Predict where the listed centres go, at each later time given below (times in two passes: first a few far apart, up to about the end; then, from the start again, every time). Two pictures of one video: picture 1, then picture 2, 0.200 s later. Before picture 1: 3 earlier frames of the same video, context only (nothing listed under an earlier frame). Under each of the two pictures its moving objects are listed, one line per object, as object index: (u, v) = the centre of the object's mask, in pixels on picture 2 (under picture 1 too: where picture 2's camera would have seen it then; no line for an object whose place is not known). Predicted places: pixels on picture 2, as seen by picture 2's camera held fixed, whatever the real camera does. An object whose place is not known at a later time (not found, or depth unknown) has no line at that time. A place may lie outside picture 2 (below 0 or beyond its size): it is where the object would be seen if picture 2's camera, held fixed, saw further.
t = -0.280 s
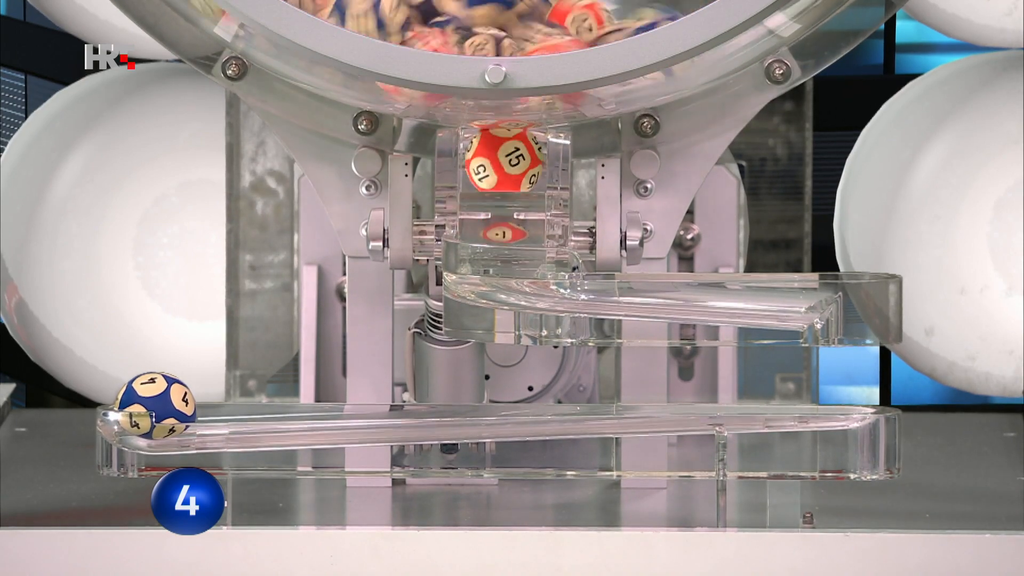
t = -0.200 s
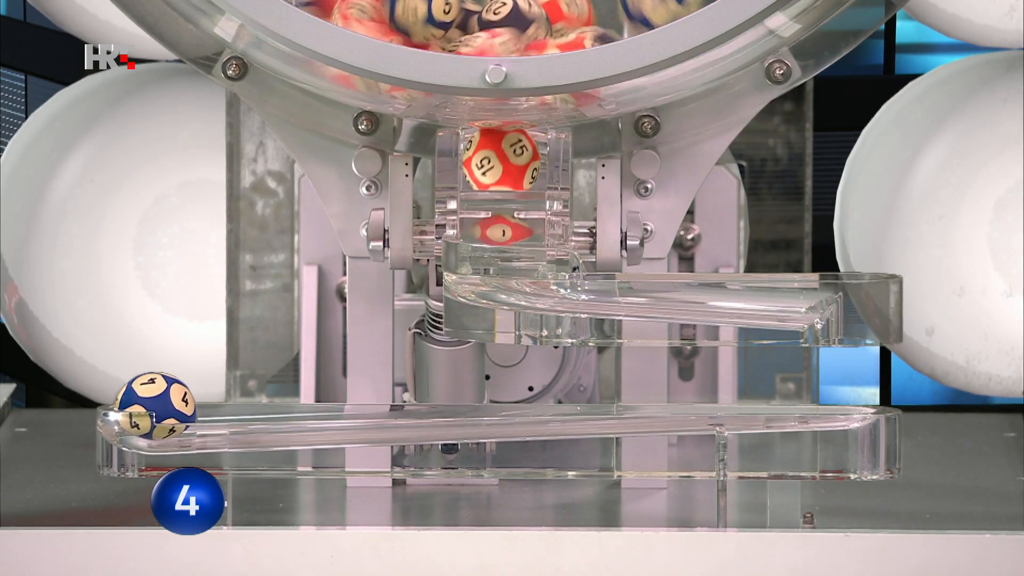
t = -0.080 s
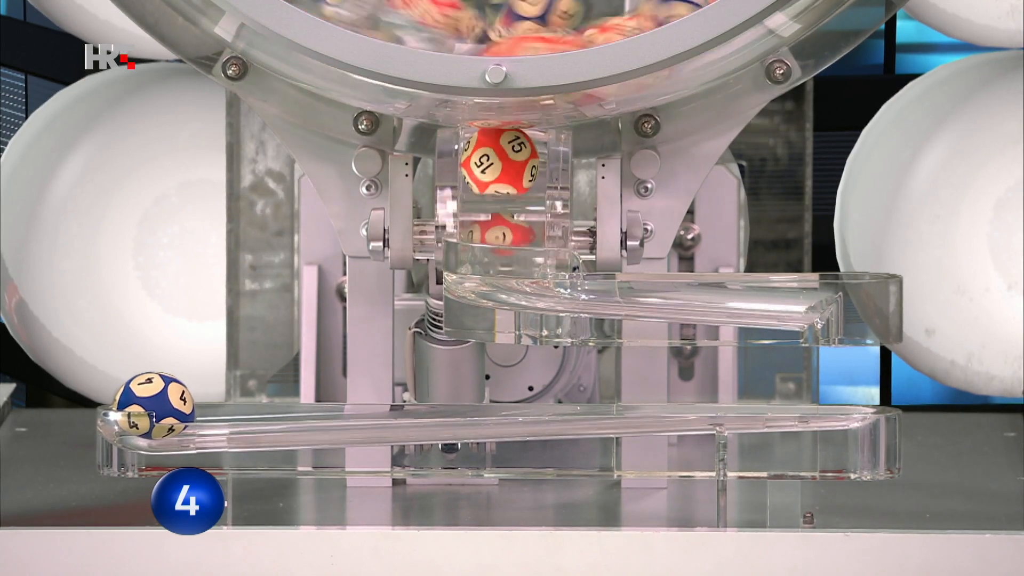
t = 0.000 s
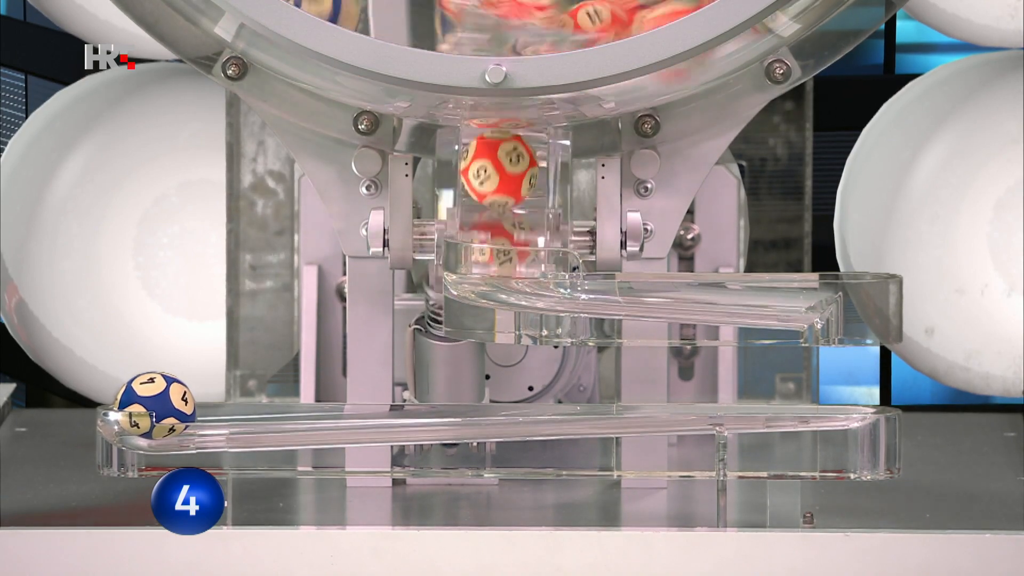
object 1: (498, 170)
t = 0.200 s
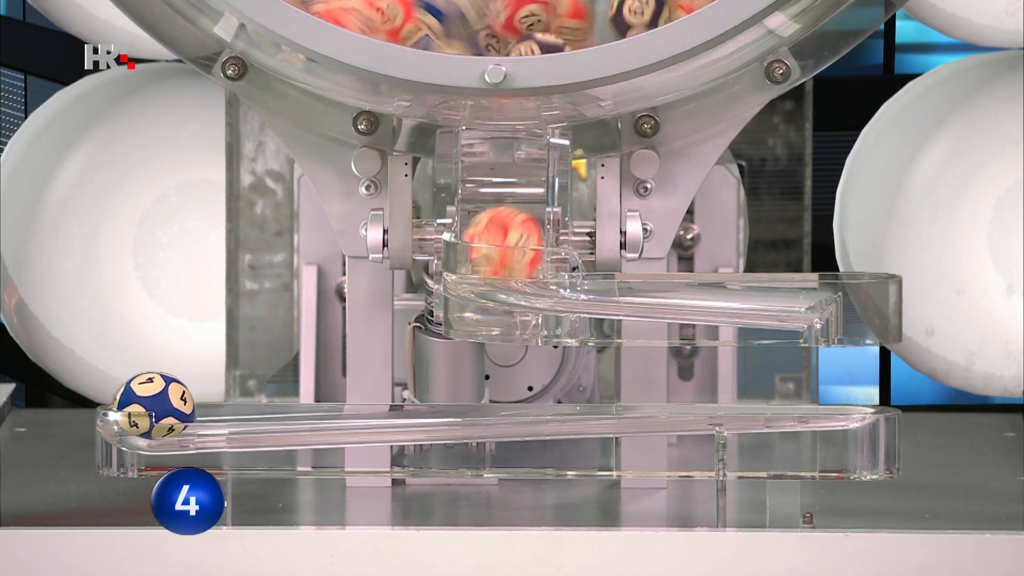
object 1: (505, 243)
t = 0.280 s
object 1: (502, 250)
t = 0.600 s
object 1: (643, 273)
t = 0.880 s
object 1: (844, 319)
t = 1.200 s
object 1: (842, 370)
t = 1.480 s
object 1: (823, 382)
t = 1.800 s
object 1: (776, 383)
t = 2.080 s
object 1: (707, 385)
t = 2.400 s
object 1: (594, 390)
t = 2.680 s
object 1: (466, 394)
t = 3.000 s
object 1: (289, 401)
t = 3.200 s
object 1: (245, 402)
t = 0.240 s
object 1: (503, 247)
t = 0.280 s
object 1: (502, 250)
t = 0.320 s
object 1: (502, 252)
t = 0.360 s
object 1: (500, 254)
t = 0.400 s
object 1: (511, 259)
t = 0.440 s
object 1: (531, 264)
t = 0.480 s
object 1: (555, 266)
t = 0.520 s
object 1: (582, 270)
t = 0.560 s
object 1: (612, 271)
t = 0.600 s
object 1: (643, 273)
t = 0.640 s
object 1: (673, 275)
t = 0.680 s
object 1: (704, 276)
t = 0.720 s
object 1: (738, 278)
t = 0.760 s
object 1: (771, 280)
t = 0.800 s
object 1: (806, 284)
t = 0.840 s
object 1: (840, 299)
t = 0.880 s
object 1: (844, 319)
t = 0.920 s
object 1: (844, 326)
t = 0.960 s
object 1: (848, 332)
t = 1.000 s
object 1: (846, 340)
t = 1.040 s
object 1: (848, 359)
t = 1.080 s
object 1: (839, 375)
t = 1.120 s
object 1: (833, 378)
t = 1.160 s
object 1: (842, 376)
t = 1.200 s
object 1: (842, 370)
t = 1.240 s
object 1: (838, 377)
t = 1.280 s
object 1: (836, 379)
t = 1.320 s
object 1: (835, 377)
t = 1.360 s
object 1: (834, 379)
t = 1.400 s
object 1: (831, 381)
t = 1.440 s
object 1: (828, 381)
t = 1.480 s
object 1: (823, 382)
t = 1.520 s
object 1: (819, 381)
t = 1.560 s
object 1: (815, 383)
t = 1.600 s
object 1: (809, 382)
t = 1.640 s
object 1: (803, 383)
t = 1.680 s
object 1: (798, 383)
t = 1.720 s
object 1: (791, 383)
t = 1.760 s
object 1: (784, 384)
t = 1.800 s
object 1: (776, 383)
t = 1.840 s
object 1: (769, 384)
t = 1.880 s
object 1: (759, 384)
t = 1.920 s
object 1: (750, 384)
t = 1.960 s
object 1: (740, 384)
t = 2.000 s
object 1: (729, 384)
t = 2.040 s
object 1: (718, 385)
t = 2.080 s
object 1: (707, 385)
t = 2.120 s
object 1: (695, 386)
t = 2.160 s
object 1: (682, 386)
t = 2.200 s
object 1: (670, 386)
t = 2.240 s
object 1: (656, 388)
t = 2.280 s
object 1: (642, 389)
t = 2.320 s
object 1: (627, 388)
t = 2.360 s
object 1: (611, 389)
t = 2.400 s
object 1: (594, 390)
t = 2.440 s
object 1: (578, 391)
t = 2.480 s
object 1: (561, 391)
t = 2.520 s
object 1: (543, 391)
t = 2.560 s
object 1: (524, 393)
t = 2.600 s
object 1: (506, 393)
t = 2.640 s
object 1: (486, 394)
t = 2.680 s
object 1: (466, 394)
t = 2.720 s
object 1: (445, 395)
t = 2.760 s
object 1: (425, 396)
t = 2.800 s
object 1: (403, 397)
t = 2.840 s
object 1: (382, 397)
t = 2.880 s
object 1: (357, 398)
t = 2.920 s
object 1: (335, 399)
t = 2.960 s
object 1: (311, 400)
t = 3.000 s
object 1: (289, 401)
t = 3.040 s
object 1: (264, 401)
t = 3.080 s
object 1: (240, 402)
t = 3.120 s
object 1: (236, 402)
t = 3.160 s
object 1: (241, 402)
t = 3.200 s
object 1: (245, 402)
